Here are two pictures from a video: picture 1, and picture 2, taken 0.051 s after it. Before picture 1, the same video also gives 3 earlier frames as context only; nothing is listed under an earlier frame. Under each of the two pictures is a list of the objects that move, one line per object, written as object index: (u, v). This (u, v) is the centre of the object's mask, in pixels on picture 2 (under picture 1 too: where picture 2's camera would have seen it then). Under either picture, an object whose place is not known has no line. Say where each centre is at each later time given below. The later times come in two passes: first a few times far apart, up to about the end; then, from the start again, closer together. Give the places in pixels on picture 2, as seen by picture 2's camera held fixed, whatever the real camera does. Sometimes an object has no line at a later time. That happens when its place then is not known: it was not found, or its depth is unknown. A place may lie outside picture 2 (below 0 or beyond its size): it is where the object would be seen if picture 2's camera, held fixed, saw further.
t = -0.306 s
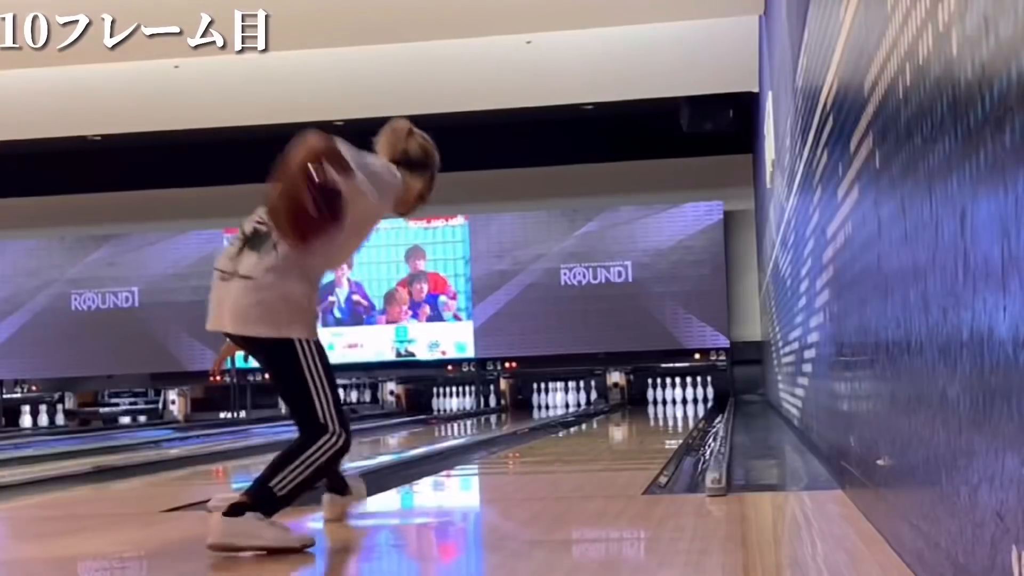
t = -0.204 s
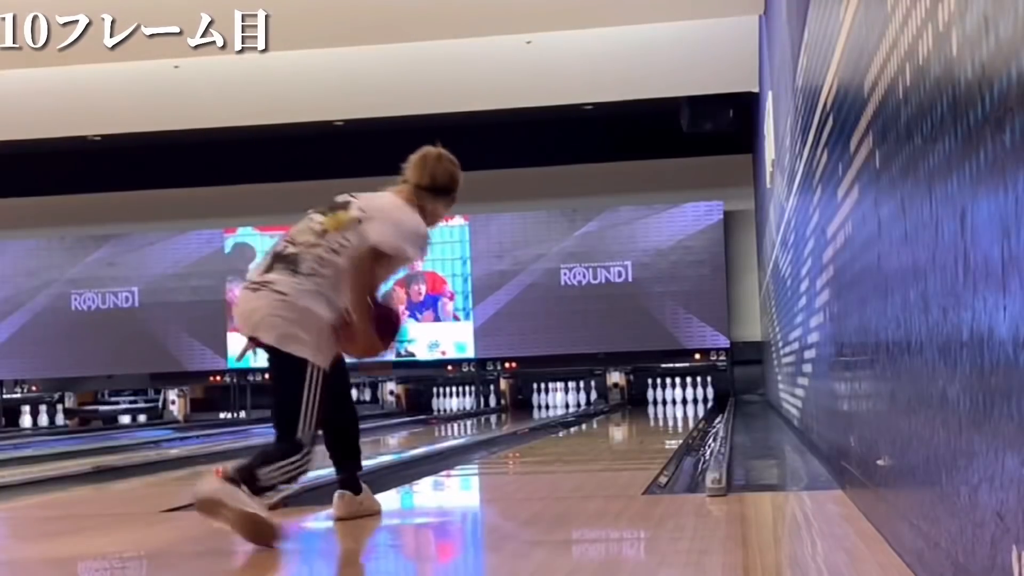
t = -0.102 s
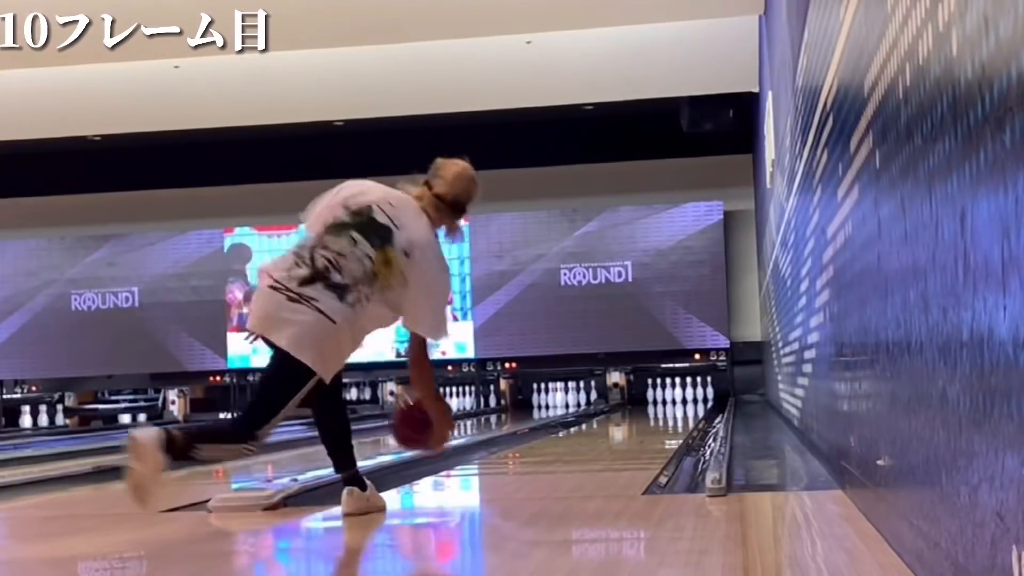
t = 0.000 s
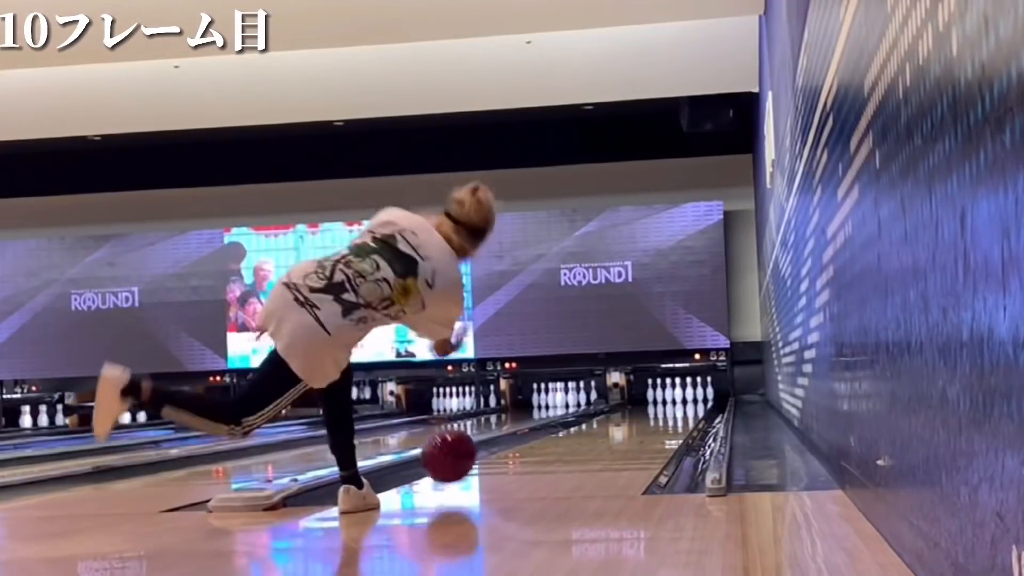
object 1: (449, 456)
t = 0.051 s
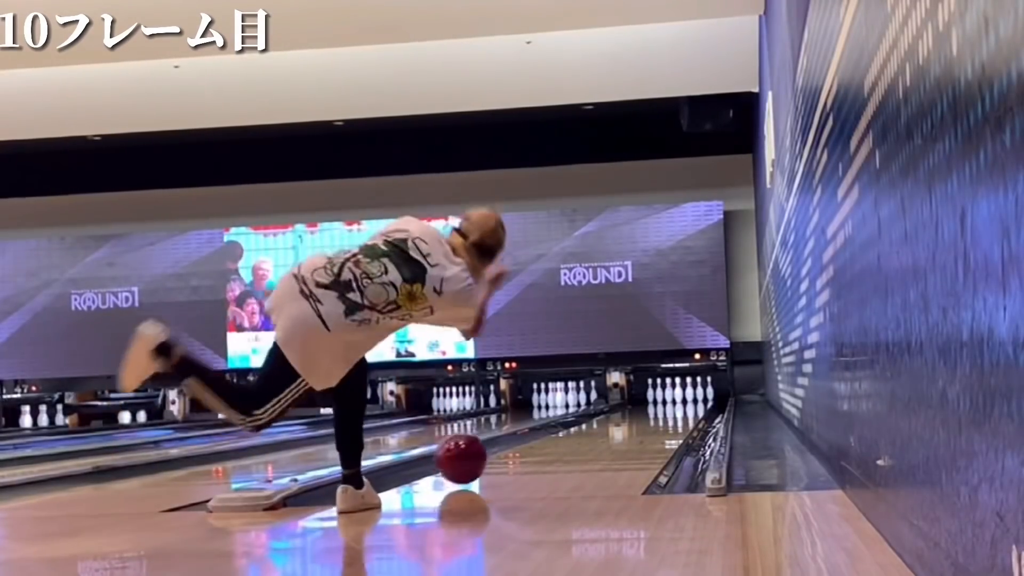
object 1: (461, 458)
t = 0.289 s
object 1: (503, 444)
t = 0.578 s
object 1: (514, 430)
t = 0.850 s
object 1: (531, 422)
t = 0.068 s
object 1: (465, 457)
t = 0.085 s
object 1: (467, 457)
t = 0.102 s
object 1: (469, 457)
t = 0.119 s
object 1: (472, 455)
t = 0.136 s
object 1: (475, 454)
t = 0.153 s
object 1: (477, 452)
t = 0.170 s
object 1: (480, 451)
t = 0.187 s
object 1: (482, 450)
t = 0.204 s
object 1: (484, 449)
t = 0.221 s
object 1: (486, 448)
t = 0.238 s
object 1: (485, 448)
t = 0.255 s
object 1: (483, 449)
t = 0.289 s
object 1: (503, 444)
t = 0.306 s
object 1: (502, 442)
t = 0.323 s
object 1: (499, 442)
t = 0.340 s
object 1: (500, 441)
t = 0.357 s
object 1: (500, 440)
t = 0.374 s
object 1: (501, 439)
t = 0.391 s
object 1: (502, 438)
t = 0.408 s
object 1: (502, 437)
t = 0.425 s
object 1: (505, 436)
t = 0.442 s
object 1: (506, 435)
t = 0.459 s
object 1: (507, 435)
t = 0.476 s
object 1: (508, 434)
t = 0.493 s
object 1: (510, 433)
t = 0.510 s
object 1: (510, 433)
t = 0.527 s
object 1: (511, 432)
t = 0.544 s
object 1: (512, 431)
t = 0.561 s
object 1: (513, 430)
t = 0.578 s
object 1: (514, 430)
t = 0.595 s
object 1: (515, 429)
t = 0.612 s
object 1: (516, 429)
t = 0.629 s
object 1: (517, 429)
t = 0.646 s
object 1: (518, 429)
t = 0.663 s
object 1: (518, 429)
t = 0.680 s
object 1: (519, 429)
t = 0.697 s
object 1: (519, 430)
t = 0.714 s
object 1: (519, 430)
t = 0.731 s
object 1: (520, 431)
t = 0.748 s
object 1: (520, 431)
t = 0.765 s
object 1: (520, 430)
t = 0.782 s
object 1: (521, 429)
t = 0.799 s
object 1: (524, 426)
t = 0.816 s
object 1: (526, 425)
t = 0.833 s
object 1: (529, 423)
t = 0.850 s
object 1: (531, 422)
